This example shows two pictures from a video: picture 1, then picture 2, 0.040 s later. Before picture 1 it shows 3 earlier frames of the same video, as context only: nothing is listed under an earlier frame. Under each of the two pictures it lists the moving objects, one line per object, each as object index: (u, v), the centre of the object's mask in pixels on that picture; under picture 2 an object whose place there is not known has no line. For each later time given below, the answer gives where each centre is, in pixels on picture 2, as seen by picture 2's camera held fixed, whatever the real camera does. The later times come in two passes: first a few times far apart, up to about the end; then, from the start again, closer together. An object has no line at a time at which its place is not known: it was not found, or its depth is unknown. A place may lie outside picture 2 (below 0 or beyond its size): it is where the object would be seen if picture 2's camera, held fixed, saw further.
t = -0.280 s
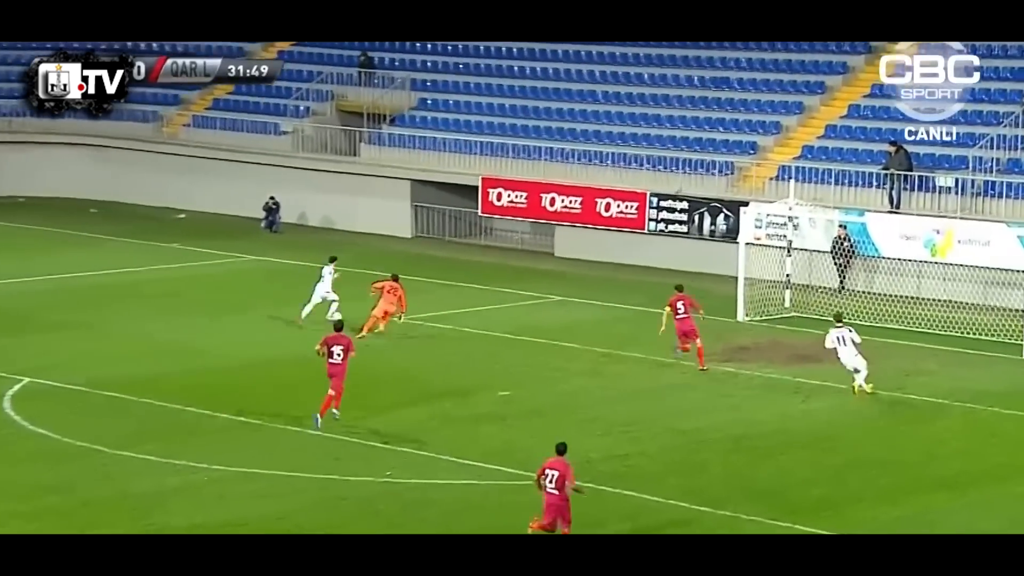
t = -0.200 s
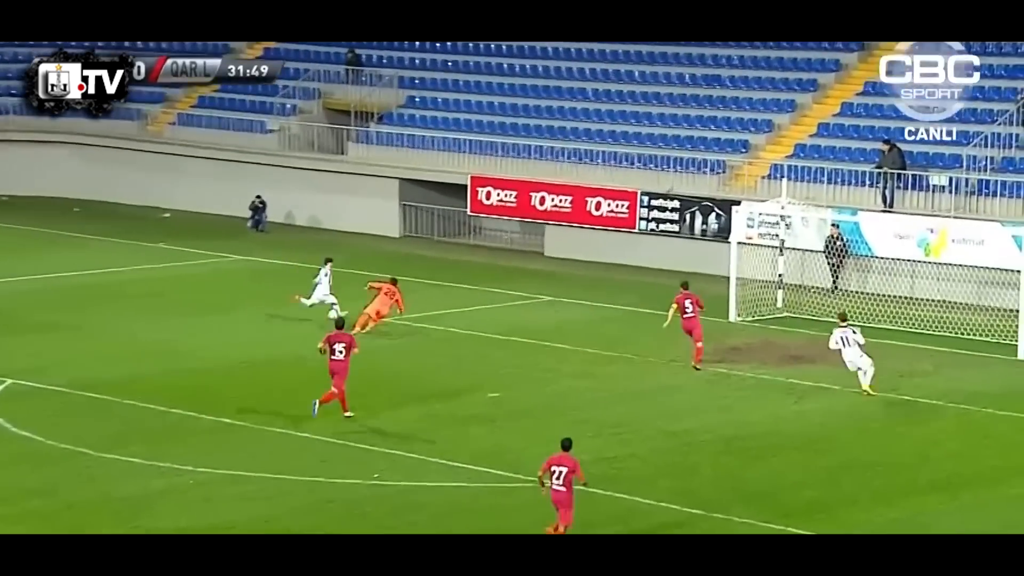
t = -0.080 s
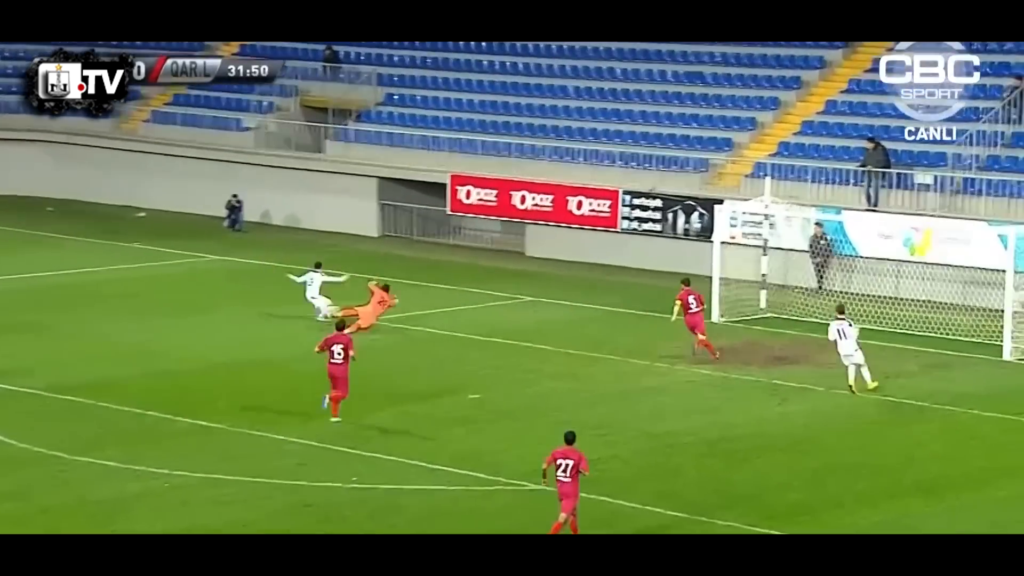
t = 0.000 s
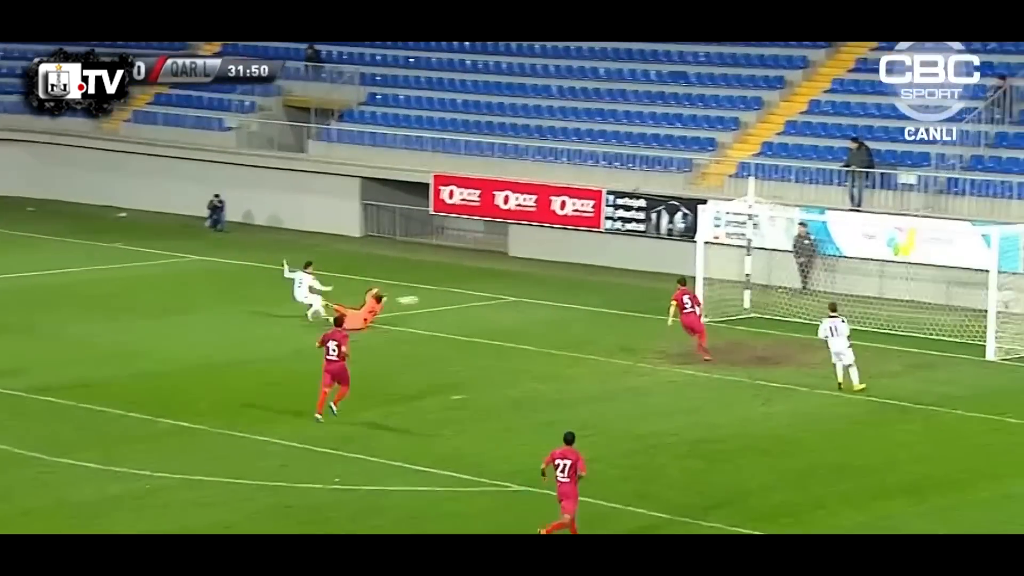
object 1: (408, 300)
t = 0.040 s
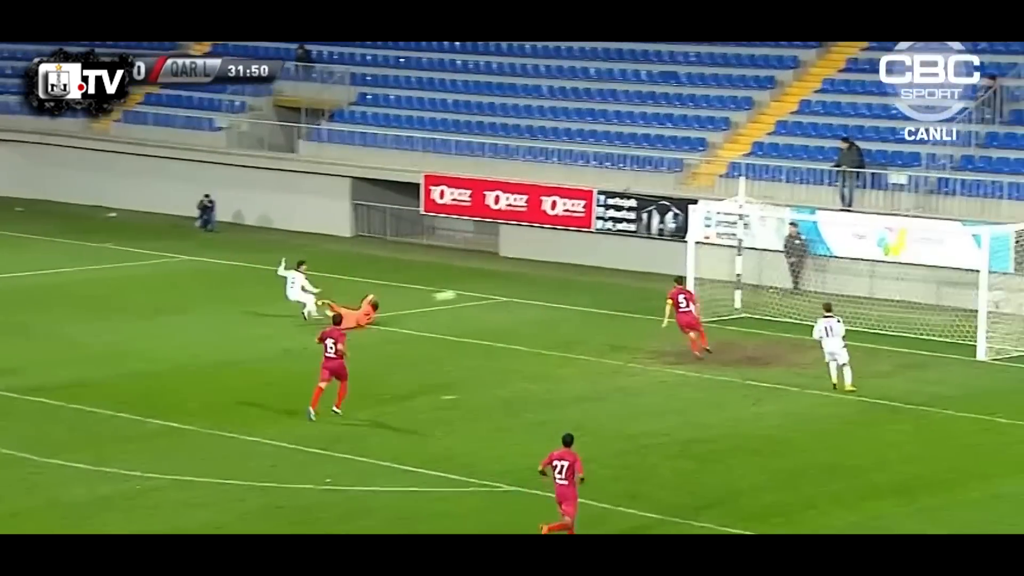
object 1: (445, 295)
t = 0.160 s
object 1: (583, 285)
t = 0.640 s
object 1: (939, 275)
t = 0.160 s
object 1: (583, 285)
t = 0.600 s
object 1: (939, 271)
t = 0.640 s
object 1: (939, 275)
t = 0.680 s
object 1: (939, 280)
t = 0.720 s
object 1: (939, 286)
